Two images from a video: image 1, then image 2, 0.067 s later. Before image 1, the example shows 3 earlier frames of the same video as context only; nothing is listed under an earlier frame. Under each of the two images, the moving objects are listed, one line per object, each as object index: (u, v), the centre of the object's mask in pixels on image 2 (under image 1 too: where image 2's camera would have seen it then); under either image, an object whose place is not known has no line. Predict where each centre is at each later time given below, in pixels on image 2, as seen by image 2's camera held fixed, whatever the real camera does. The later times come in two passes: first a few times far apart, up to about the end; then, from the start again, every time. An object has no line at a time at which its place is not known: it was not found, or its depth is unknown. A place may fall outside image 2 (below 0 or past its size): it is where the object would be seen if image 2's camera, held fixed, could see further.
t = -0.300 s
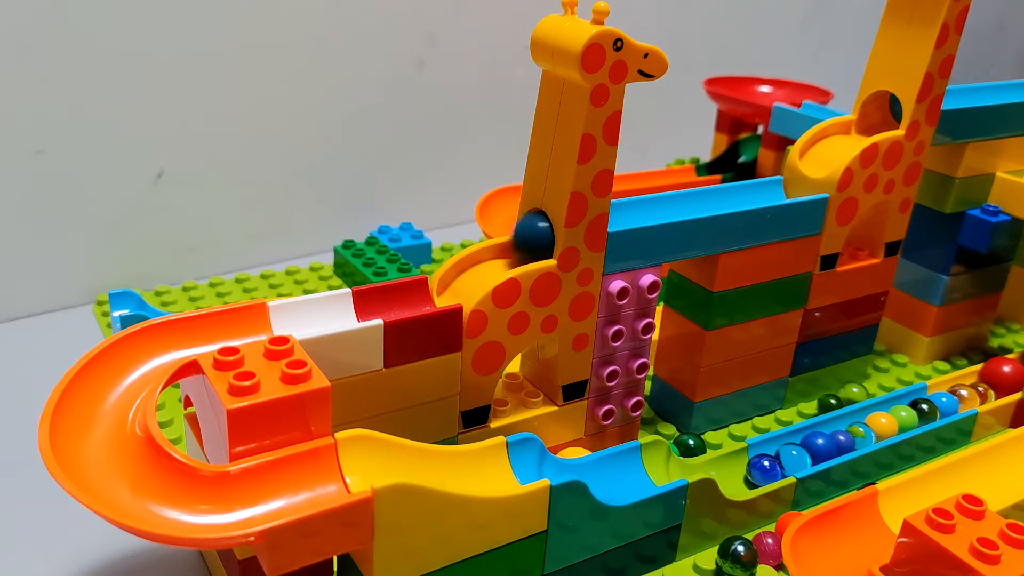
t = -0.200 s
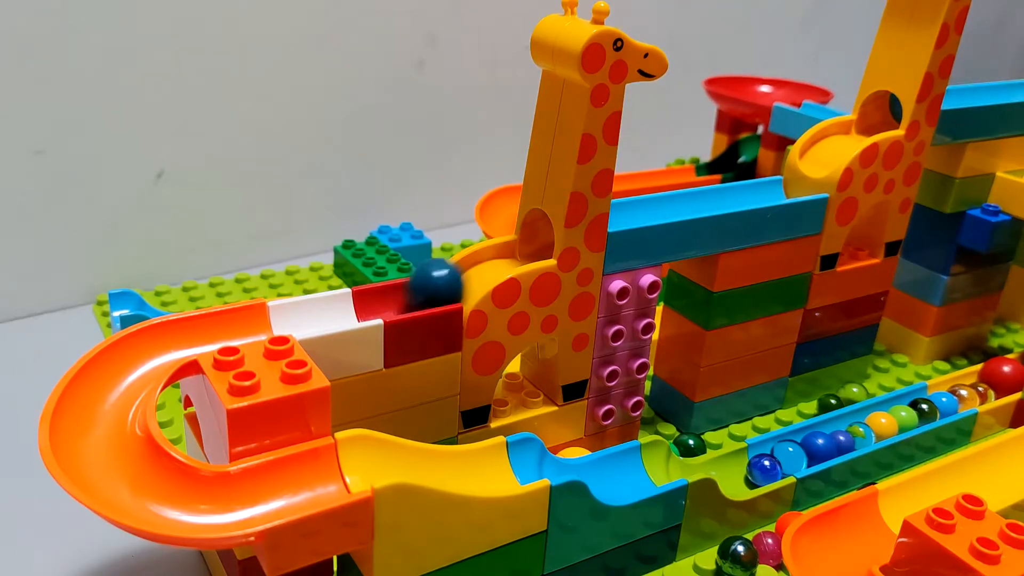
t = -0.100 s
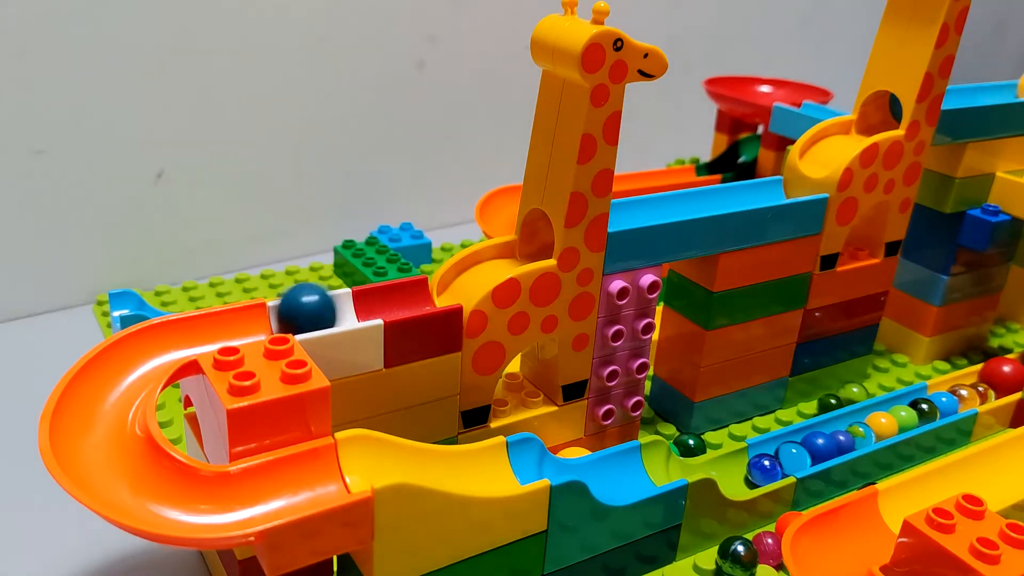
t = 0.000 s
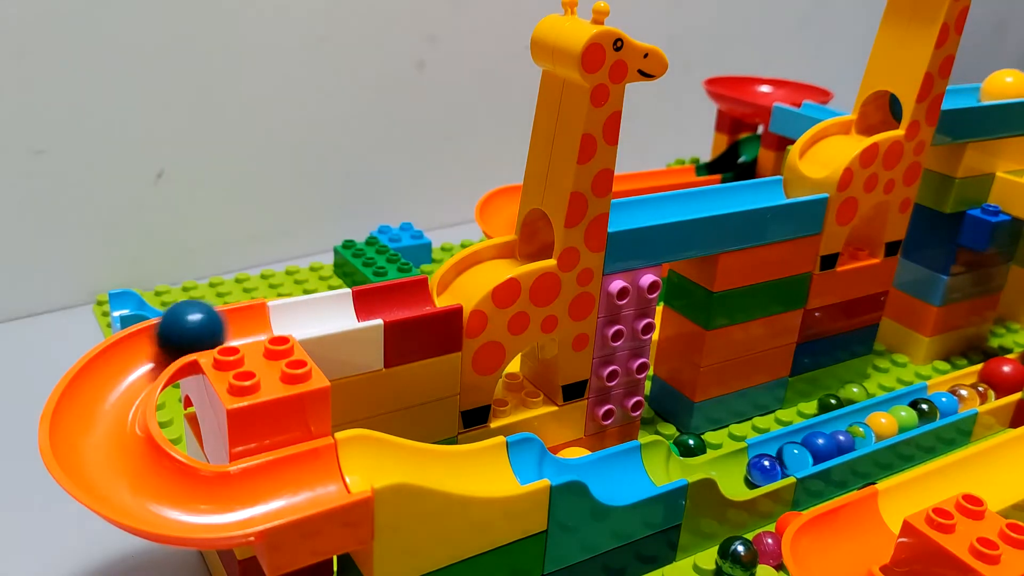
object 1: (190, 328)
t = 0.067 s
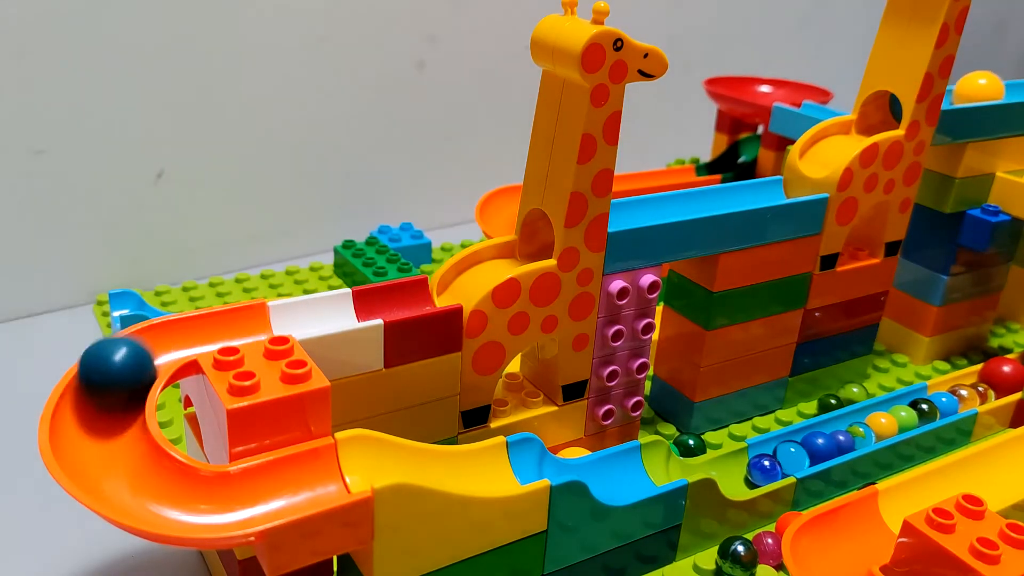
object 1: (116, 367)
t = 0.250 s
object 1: (276, 481)
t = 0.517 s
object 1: (620, 467)
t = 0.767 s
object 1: (737, 466)
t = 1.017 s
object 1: (737, 467)
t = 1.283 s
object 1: (737, 467)
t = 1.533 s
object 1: (737, 467)
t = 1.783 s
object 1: (745, 468)
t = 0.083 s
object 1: (103, 383)
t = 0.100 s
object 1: (97, 402)
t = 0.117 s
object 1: (95, 421)
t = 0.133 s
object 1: (102, 438)
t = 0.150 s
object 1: (113, 456)
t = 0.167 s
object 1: (133, 472)
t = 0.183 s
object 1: (159, 485)
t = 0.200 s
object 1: (188, 493)
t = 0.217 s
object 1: (219, 495)
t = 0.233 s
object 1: (248, 490)
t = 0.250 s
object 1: (276, 481)
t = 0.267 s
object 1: (302, 474)
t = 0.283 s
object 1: (325, 468)
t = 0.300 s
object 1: (347, 456)
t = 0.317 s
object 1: (366, 447)
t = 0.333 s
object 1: (385, 445)
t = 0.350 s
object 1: (403, 449)
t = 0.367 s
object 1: (422, 455)
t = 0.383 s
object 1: (443, 460)
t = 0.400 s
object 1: (467, 463)
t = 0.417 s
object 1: (490, 463)
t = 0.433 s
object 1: (515, 458)
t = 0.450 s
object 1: (538, 452)
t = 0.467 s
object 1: (558, 450)
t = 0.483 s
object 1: (580, 450)
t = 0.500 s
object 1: (600, 458)
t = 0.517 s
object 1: (620, 467)
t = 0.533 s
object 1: (642, 463)
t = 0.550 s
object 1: (664, 459)
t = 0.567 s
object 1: (684, 452)
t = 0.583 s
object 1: (702, 450)
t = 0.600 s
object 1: (721, 452)
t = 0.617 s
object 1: (734, 462)
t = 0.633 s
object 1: (736, 466)
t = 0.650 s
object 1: (734, 466)
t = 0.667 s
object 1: (734, 466)
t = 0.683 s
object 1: (734, 466)
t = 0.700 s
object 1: (735, 466)
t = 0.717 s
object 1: (736, 467)
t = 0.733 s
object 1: (737, 467)
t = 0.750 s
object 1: (737, 467)
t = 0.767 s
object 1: (737, 466)
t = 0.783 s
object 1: (737, 466)
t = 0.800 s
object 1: (737, 467)
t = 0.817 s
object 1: (737, 467)
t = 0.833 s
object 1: (737, 467)
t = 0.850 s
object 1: (737, 467)
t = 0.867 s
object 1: (737, 467)
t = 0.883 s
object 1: (737, 467)
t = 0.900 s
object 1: (737, 467)
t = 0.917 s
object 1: (737, 467)
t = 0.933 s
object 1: (737, 467)
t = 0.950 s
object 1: (737, 467)
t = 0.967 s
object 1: (737, 467)
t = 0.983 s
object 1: (737, 467)
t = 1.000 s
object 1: (737, 467)
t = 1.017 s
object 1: (737, 467)
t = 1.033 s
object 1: (737, 467)
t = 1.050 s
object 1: (737, 467)
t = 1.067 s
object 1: (737, 467)
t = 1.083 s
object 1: (737, 467)
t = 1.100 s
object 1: (737, 467)
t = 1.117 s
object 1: (737, 467)
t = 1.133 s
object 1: (737, 467)
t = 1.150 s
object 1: (737, 467)
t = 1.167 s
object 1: (737, 467)
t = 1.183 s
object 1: (737, 467)
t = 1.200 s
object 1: (737, 467)
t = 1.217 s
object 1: (737, 467)
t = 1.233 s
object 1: (737, 467)
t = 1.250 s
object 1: (737, 467)
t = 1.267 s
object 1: (737, 467)
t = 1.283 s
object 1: (737, 467)
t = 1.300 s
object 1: (737, 467)
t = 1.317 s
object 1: (737, 467)
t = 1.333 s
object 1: (737, 467)
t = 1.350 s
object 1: (737, 467)
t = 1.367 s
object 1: (737, 467)
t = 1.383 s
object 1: (737, 467)
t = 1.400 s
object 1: (737, 467)
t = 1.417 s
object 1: (737, 467)
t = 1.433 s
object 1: (737, 467)
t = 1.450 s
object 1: (737, 467)
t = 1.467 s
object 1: (737, 467)
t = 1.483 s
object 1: (737, 467)
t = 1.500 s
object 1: (737, 467)
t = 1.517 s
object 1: (737, 467)
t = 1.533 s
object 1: (737, 467)
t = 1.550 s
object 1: (737, 467)
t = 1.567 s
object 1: (737, 467)
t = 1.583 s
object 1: (737, 467)
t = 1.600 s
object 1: (737, 467)
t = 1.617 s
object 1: (737, 467)
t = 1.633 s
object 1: (737, 467)
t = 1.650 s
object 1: (737, 467)
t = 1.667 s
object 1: (741, 468)
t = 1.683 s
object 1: (745, 471)
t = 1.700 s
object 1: (744, 472)
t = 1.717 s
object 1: (743, 473)
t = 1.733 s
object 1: (745, 473)
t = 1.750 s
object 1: (746, 472)
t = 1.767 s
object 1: (746, 469)
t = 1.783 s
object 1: (745, 468)
